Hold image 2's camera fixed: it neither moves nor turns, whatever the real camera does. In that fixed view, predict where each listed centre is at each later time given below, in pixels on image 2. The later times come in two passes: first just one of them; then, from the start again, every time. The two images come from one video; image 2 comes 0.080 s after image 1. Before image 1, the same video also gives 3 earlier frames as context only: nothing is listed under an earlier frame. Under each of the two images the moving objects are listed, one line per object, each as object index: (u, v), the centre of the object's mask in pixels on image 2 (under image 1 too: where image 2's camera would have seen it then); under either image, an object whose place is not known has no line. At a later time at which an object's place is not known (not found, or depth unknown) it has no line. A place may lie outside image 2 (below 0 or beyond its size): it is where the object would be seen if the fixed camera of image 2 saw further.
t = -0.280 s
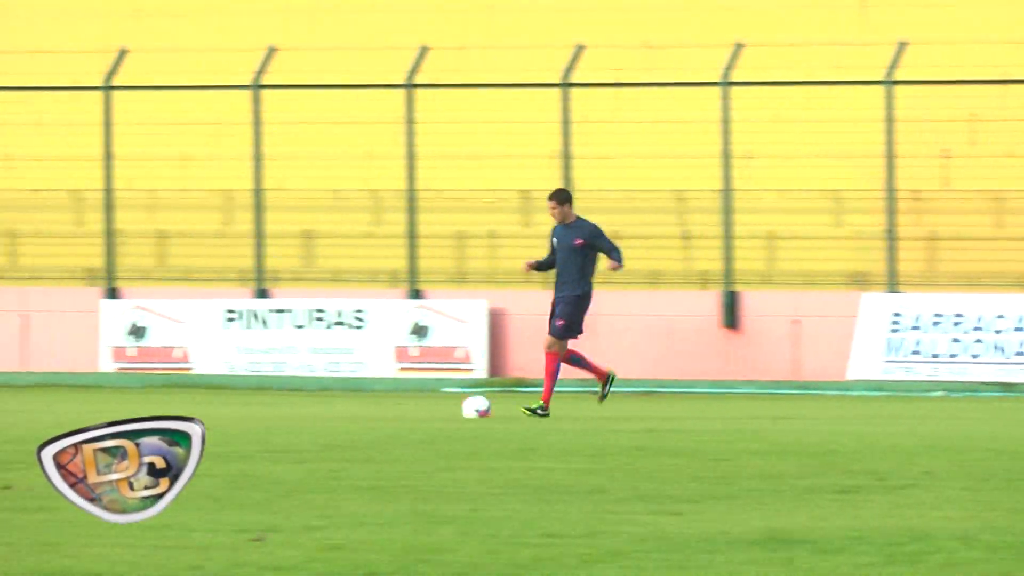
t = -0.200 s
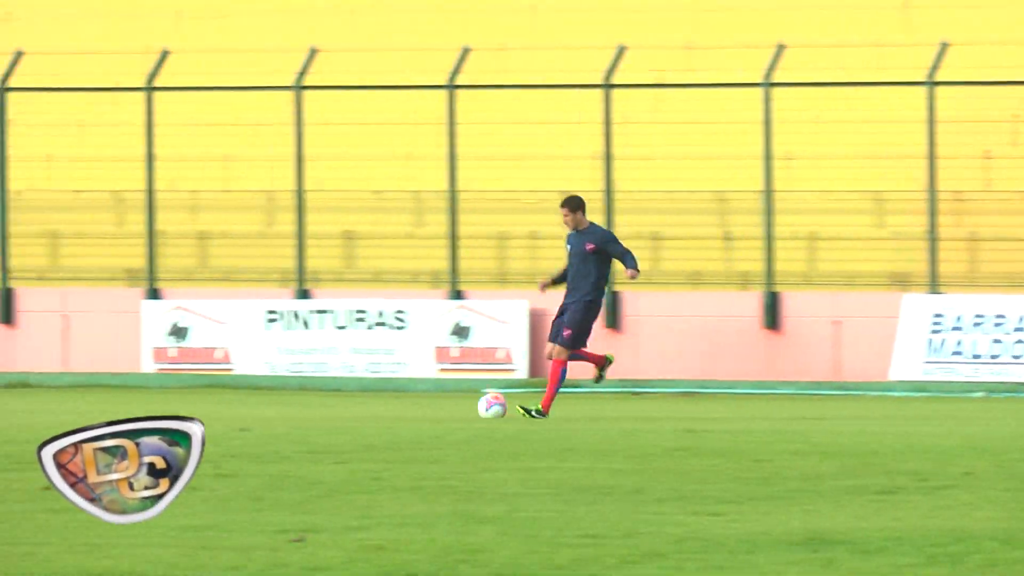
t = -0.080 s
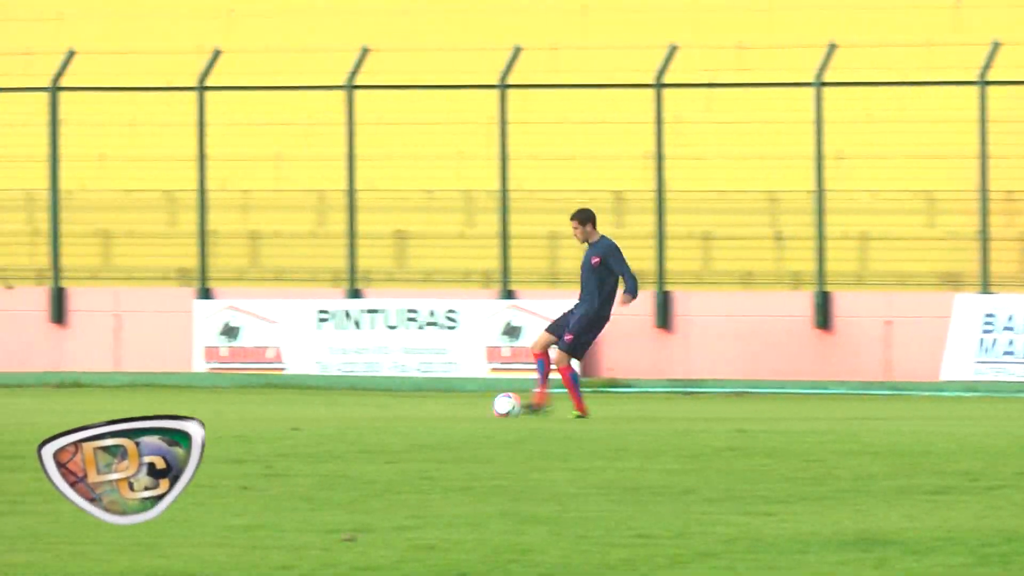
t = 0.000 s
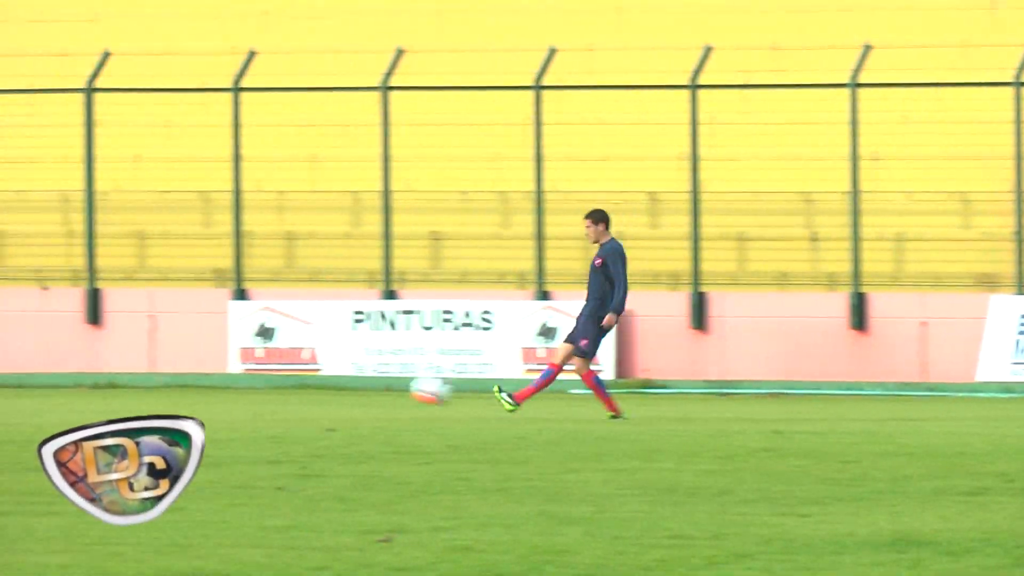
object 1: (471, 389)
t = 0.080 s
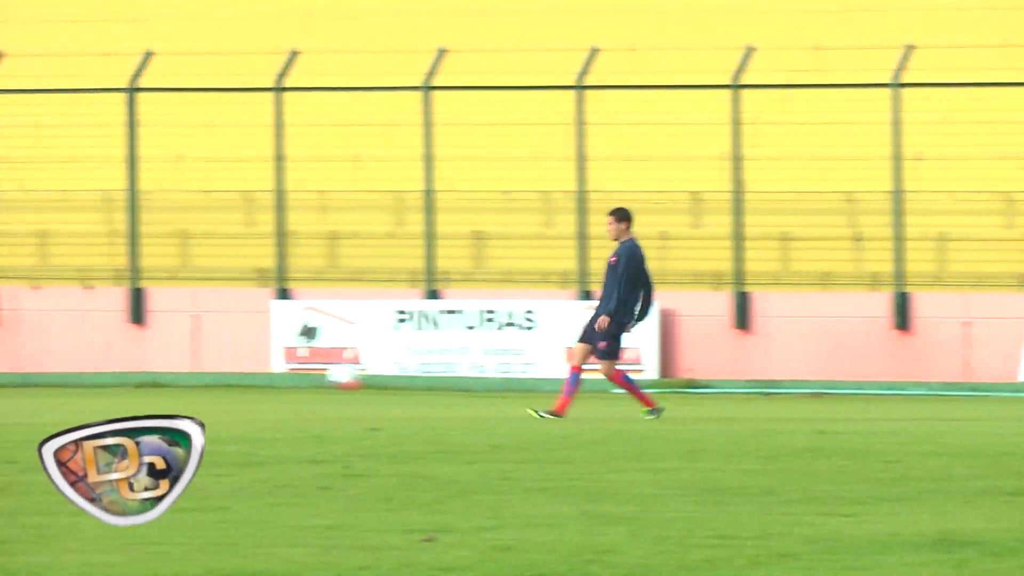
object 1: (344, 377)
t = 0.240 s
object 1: (88, 374)
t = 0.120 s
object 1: (281, 373)
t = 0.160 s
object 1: (215, 373)
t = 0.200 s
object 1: (152, 373)
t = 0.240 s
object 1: (88, 374)
